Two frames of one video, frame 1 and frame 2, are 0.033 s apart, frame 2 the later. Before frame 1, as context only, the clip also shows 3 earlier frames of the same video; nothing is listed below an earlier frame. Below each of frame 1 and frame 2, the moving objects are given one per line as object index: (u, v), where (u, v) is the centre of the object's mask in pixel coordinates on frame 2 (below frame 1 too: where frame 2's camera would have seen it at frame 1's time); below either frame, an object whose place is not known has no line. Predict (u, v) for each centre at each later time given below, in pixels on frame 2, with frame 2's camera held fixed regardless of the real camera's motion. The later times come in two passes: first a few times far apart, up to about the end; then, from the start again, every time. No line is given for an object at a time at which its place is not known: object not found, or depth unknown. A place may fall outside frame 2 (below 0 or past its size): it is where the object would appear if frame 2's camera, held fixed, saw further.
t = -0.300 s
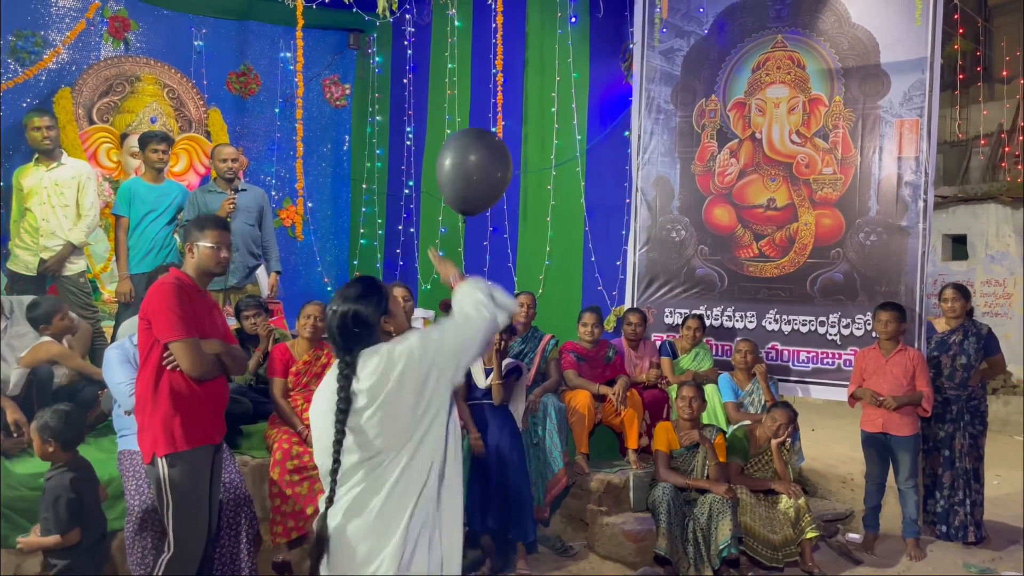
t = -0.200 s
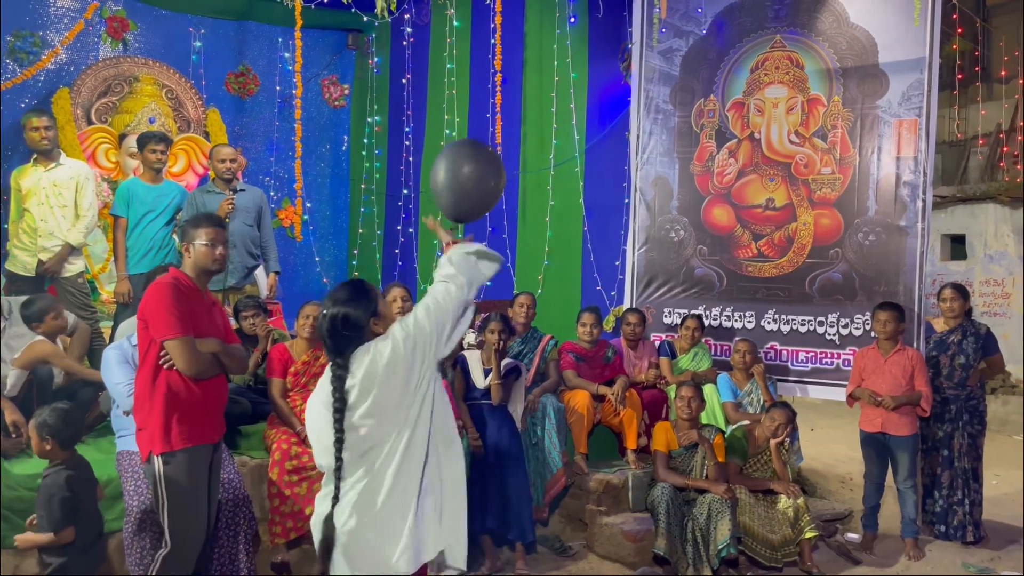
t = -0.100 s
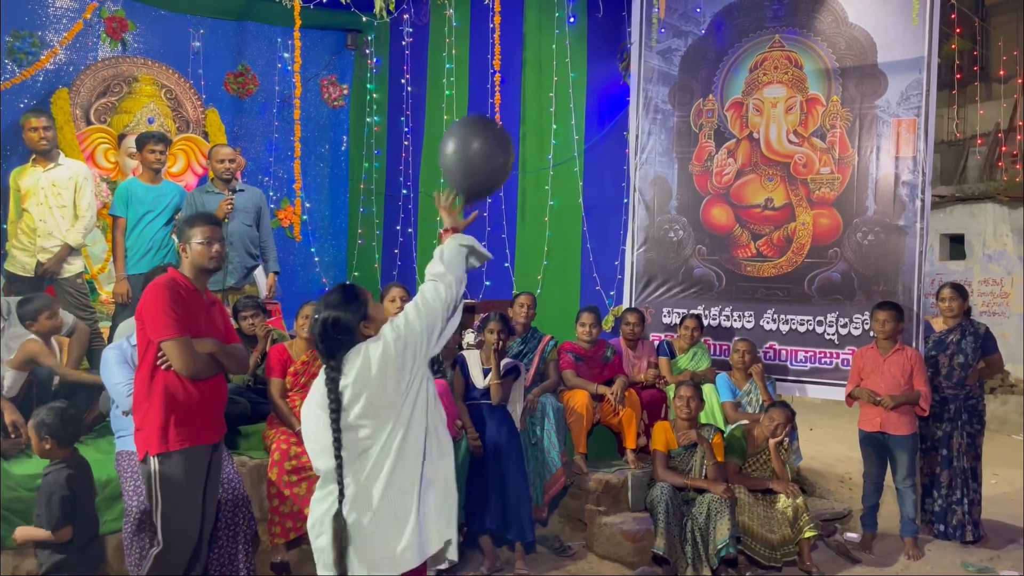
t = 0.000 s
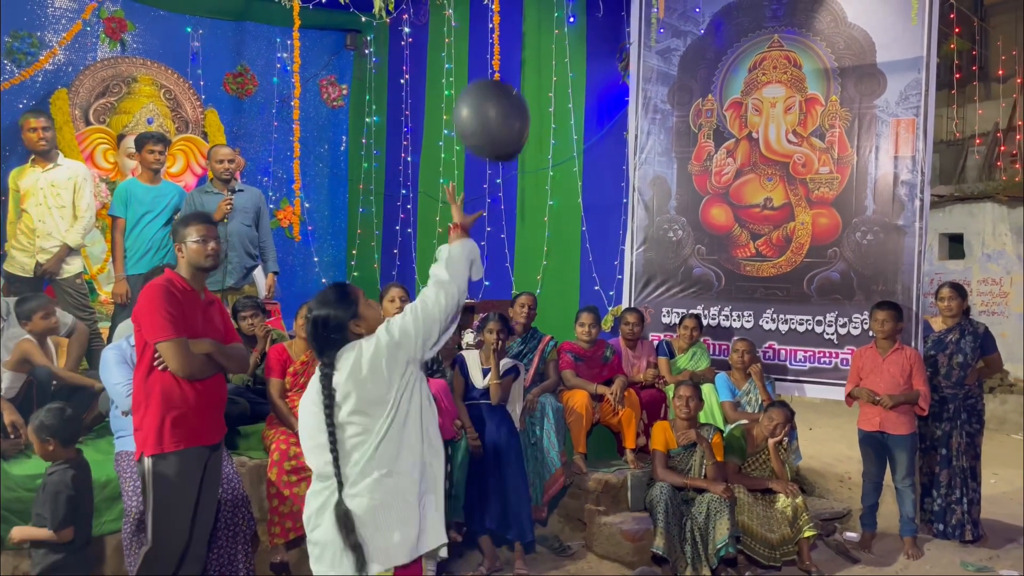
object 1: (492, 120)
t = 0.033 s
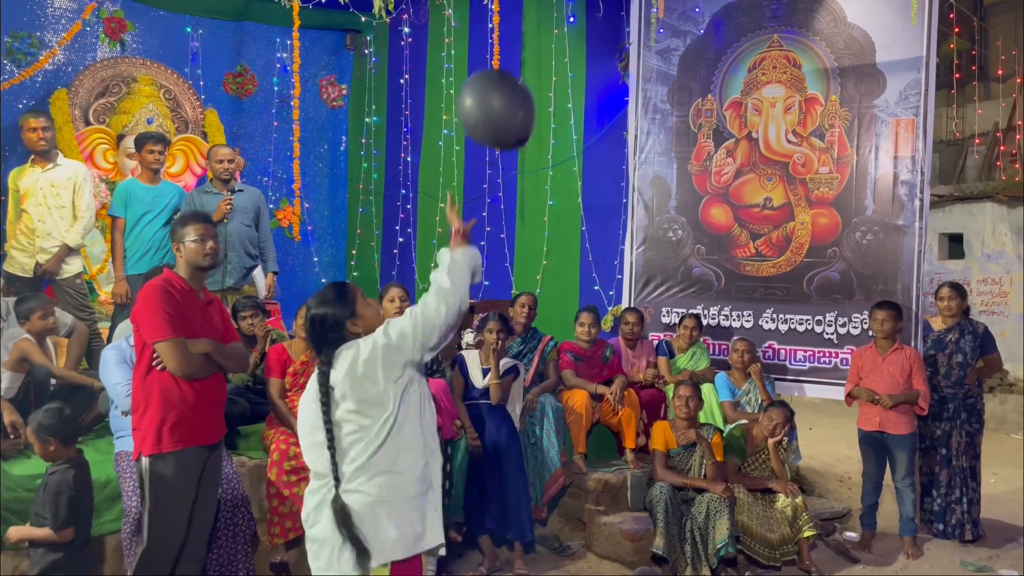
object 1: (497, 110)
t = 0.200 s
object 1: (520, 66)
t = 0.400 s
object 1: (543, 37)
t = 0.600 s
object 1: (557, 30)
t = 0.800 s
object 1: (563, 29)
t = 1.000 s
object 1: (564, 36)
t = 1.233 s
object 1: (554, 69)
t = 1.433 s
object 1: (541, 117)
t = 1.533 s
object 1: (529, 146)
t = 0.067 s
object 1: (502, 99)
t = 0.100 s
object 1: (506, 90)
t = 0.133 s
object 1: (511, 82)
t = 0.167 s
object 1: (515, 74)
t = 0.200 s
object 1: (520, 66)
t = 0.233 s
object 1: (524, 60)
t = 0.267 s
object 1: (529, 53)
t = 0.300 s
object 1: (532, 47)
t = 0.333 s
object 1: (536, 43)
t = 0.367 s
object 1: (540, 39)
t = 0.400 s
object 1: (543, 37)
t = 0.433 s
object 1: (546, 35)
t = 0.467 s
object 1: (549, 33)
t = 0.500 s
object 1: (552, 32)
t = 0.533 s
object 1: (554, 31)
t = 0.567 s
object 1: (556, 30)
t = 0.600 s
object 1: (557, 30)
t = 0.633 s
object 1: (559, 29)
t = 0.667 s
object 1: (560, 29)
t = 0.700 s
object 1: (561, 29)
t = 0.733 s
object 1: (562, 28)
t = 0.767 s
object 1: (563, 28)
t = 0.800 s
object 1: (563, 29)
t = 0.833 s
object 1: (564, 29)
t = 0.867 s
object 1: (564, 30)
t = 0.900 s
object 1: (565, 31)
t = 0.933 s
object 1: (564, 33)
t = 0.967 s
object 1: (564, 34)
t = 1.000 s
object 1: (564, 36)
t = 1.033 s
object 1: (563, 39)
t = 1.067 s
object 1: (562, 42)
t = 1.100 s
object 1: (561, 45)
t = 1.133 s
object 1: (559, 50)
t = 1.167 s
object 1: (558, 56)
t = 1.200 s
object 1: (556, 63)
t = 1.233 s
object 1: (554, 69)
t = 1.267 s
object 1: (553, 76)
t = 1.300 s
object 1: (550, 84)
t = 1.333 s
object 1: (548, 91)
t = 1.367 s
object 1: (546, 100)
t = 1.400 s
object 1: (543, 108)
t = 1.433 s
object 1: (541, 117)
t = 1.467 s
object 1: (537, 127)
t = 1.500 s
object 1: (534, 137)
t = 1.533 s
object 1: (529, 146)
